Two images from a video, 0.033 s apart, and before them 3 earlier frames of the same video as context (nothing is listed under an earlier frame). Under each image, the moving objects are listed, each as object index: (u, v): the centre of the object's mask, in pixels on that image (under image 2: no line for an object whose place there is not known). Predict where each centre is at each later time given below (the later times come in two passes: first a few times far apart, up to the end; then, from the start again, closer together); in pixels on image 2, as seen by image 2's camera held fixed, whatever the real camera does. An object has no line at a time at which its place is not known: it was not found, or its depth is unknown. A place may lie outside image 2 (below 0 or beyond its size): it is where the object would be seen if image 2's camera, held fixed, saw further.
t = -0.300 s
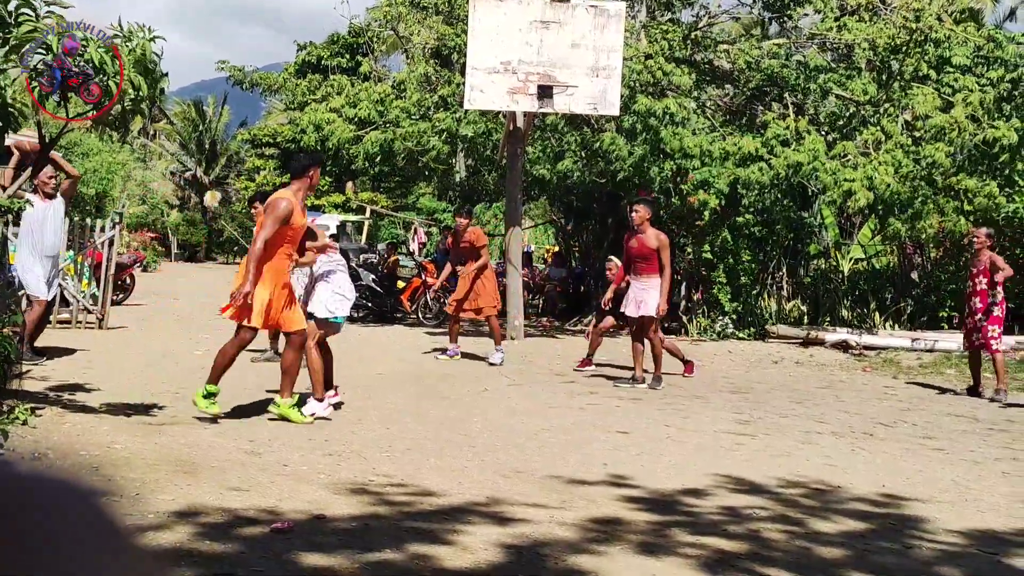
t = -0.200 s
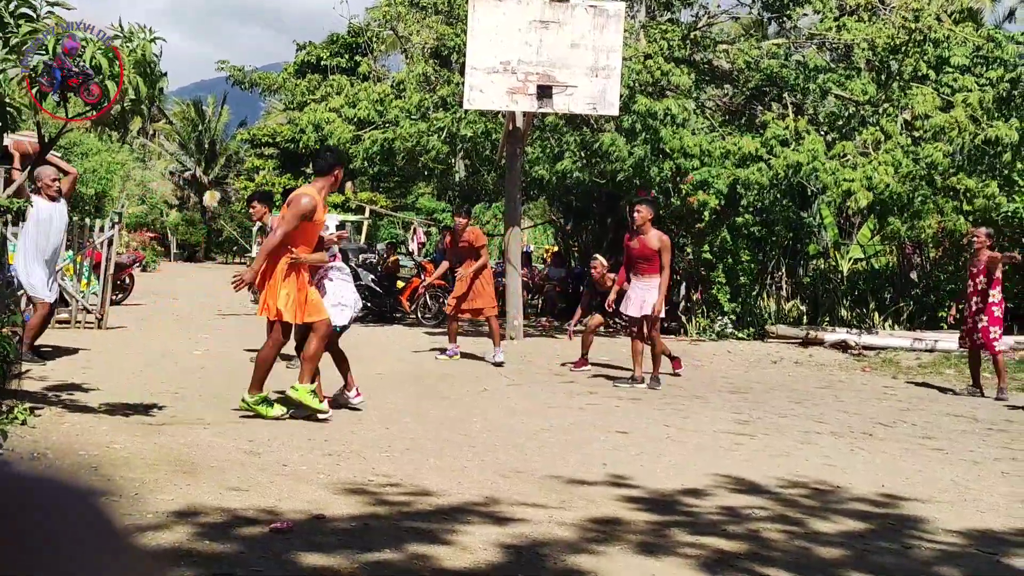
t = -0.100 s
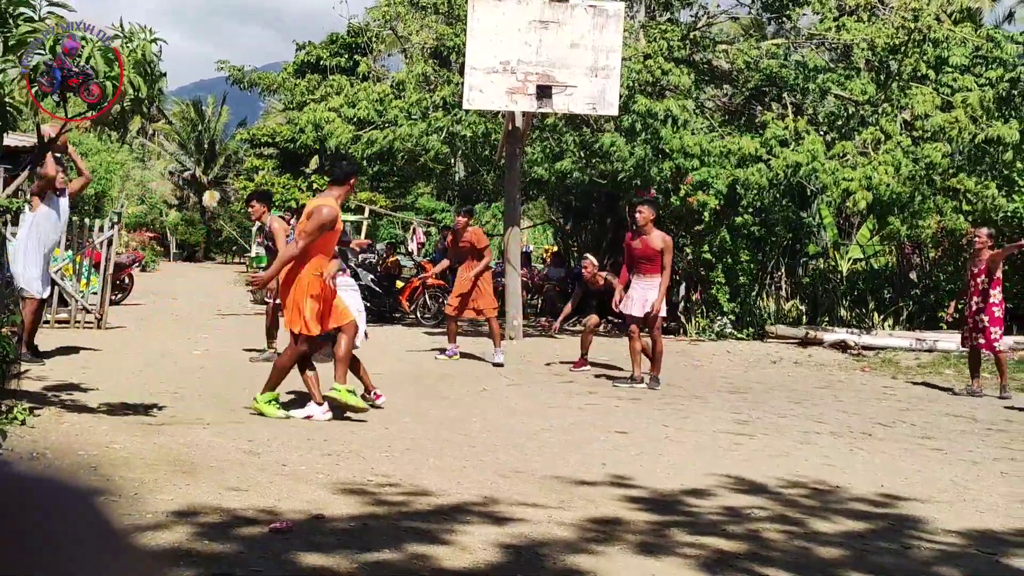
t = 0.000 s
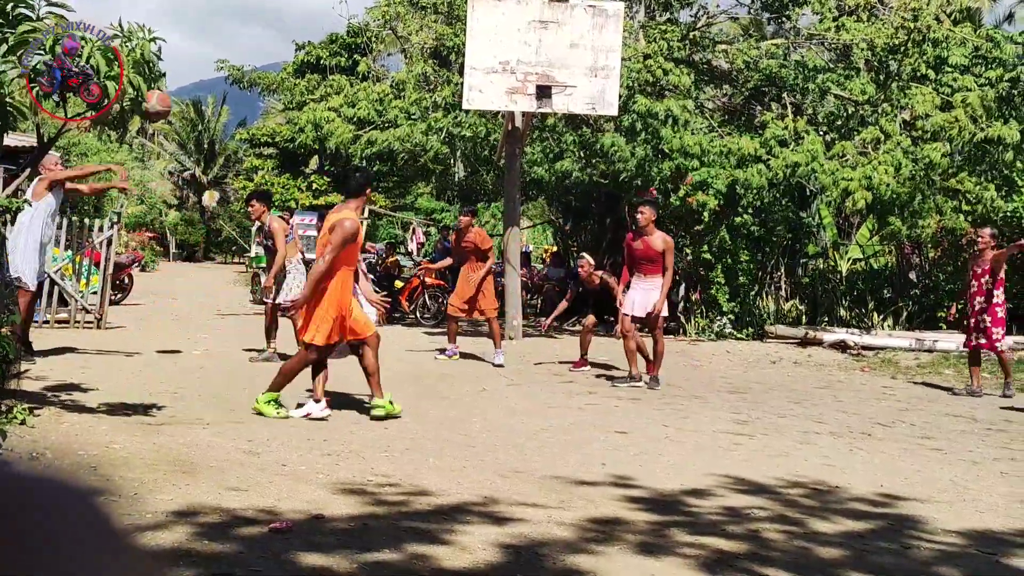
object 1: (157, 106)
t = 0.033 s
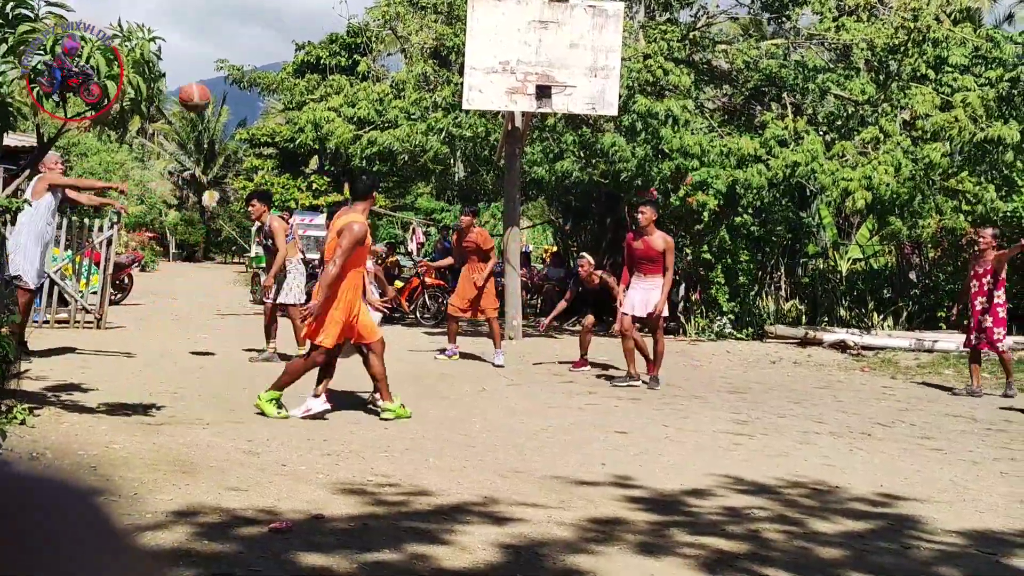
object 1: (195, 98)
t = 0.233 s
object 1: (430, 76)
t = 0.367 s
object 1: (584, 86)
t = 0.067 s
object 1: (234, 91)
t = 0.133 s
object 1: (313, 82)
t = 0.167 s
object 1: (352, 79)
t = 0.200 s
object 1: (391, 77)
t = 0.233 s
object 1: (430, 76)
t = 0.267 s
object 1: (468, 77)
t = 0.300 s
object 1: (507, 80)
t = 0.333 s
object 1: (546, 82)
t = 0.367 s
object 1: (584, 86)
